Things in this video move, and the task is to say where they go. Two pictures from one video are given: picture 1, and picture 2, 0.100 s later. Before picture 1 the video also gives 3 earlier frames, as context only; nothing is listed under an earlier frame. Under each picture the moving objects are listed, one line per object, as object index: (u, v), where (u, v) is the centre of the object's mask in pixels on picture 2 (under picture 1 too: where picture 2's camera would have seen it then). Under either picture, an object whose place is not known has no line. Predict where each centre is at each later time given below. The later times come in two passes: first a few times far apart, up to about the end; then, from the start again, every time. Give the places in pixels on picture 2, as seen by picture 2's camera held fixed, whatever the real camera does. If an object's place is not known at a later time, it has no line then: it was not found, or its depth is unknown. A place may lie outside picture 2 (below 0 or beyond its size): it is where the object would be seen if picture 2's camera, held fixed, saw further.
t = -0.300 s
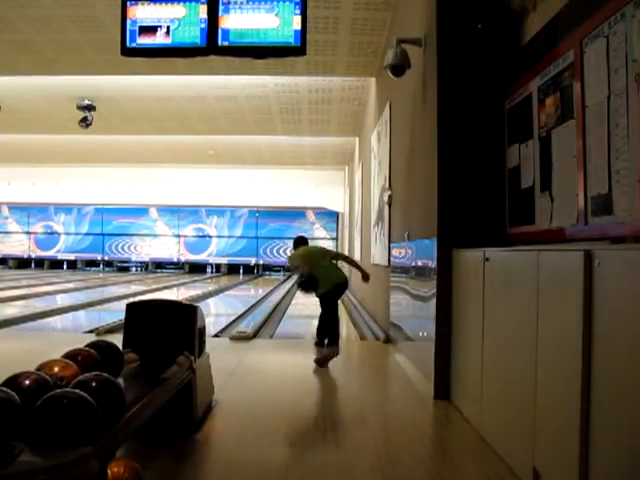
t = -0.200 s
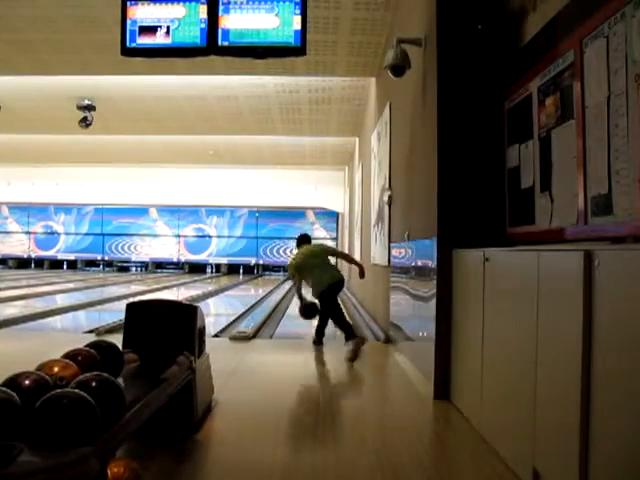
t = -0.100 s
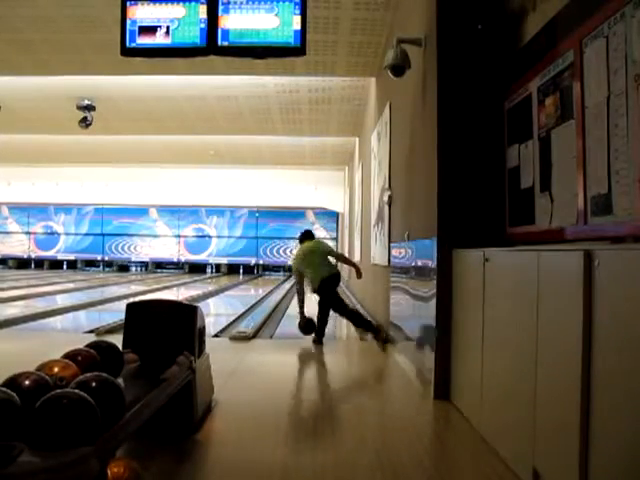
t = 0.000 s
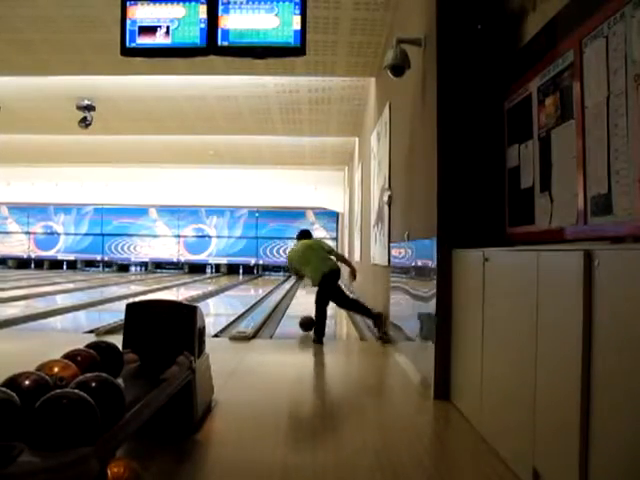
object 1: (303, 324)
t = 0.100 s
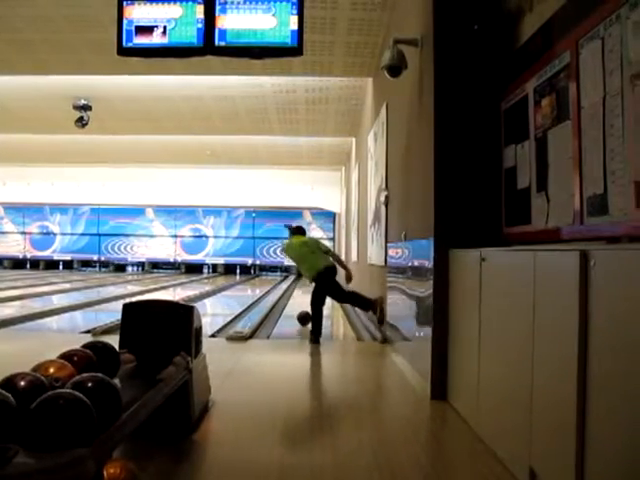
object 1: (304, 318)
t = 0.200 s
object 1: (303, 312)
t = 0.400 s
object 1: (304, 304)
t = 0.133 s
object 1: (304, 316)
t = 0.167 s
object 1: (303, 314)
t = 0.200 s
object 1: (303, 312)
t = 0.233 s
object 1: (303, 311)
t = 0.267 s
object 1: (303, 309)
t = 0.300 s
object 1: (304, 307)
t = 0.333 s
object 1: (304, 306)
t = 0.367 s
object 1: (304, 305)
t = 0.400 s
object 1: (304, 304)
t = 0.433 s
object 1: (304, 302)
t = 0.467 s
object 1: (303, 302)
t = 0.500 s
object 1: (303, 302)
